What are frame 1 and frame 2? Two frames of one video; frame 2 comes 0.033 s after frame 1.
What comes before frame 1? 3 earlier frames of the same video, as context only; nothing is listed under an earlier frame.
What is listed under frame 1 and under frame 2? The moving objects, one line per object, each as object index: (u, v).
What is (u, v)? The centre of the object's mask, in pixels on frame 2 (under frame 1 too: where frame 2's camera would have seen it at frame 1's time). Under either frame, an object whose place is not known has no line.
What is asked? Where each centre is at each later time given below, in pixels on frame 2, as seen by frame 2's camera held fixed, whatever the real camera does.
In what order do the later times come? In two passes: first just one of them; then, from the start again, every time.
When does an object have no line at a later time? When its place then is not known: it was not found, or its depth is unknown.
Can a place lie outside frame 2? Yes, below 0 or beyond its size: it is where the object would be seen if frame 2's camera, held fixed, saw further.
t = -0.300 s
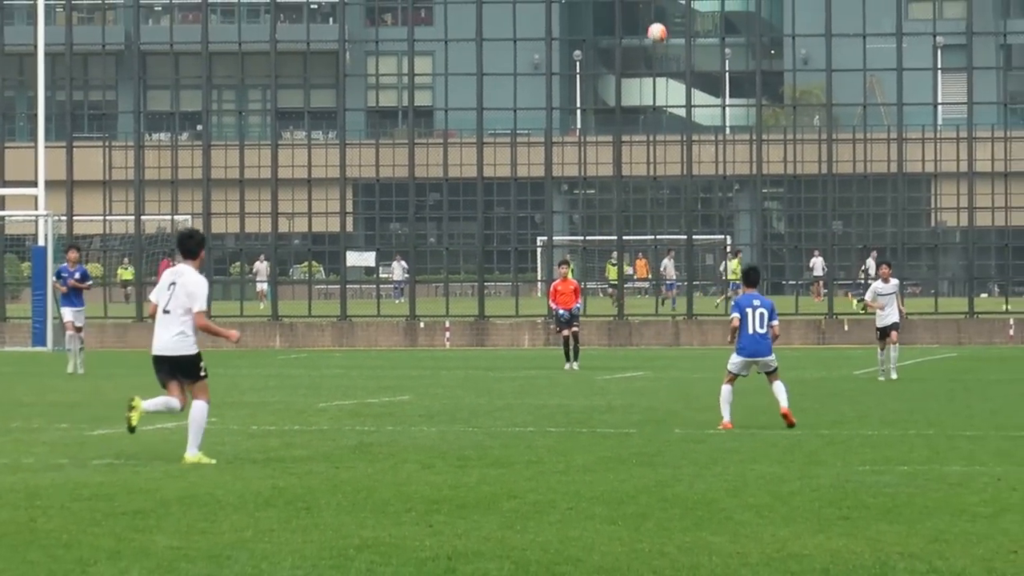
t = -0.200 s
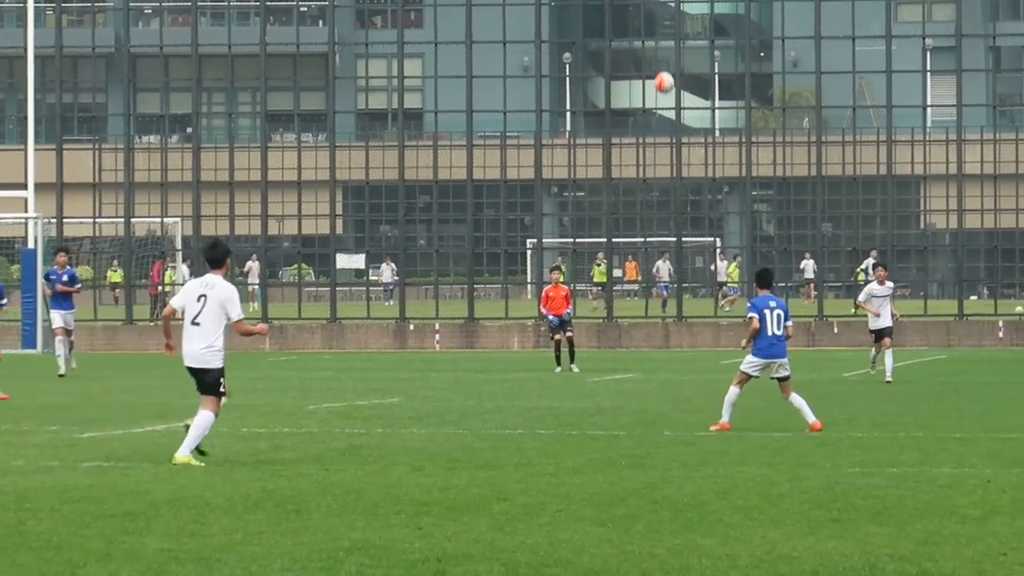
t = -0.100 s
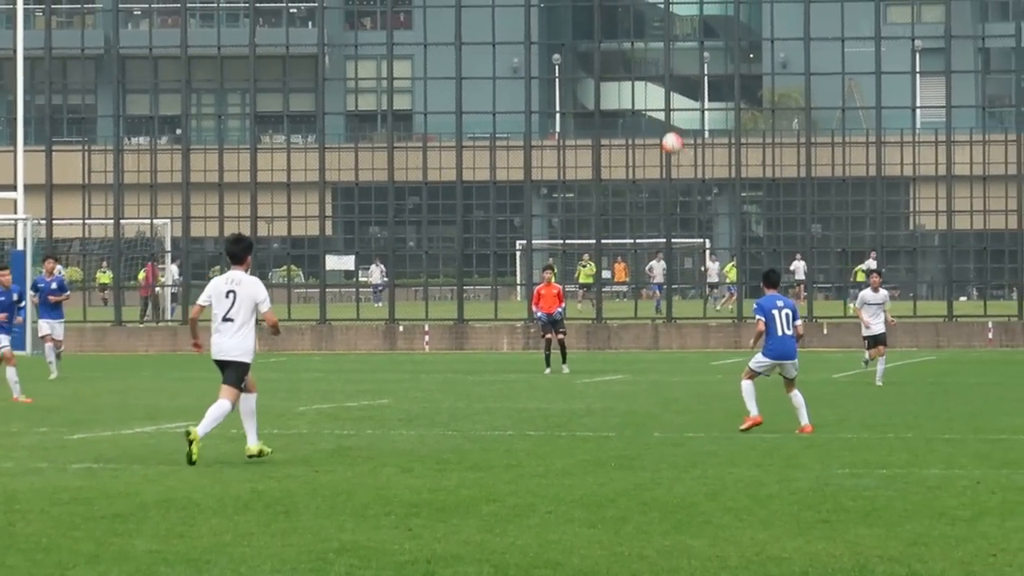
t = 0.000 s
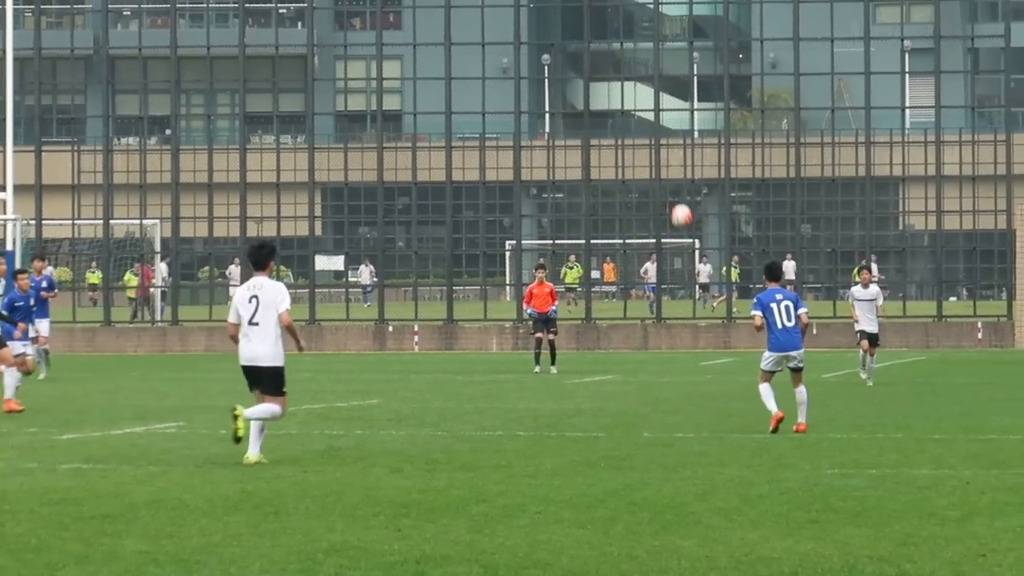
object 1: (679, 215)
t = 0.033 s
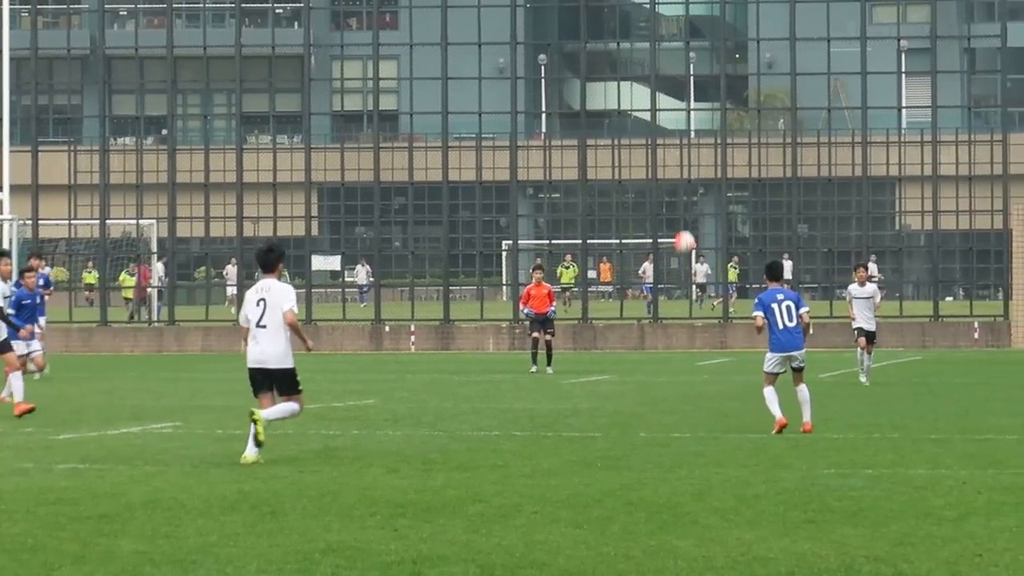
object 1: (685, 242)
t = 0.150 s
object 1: (705, 348)
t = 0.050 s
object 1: (686, 255)
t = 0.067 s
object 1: (686, 270)
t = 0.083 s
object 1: (692, 285)
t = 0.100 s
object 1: (695, 301)
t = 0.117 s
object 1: (697, 316)
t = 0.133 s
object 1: (700, 331)
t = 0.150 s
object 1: (705, 348)
